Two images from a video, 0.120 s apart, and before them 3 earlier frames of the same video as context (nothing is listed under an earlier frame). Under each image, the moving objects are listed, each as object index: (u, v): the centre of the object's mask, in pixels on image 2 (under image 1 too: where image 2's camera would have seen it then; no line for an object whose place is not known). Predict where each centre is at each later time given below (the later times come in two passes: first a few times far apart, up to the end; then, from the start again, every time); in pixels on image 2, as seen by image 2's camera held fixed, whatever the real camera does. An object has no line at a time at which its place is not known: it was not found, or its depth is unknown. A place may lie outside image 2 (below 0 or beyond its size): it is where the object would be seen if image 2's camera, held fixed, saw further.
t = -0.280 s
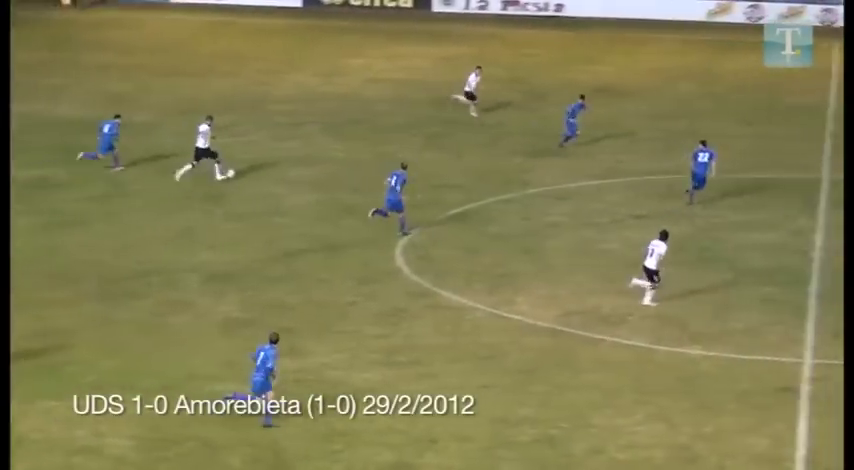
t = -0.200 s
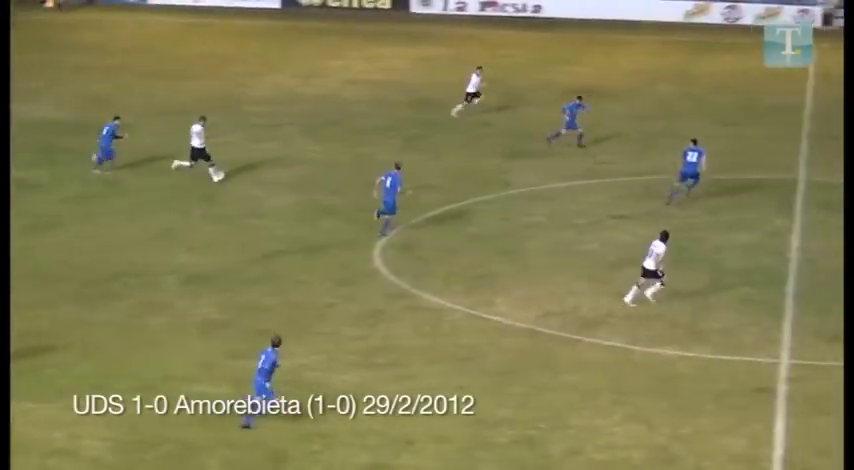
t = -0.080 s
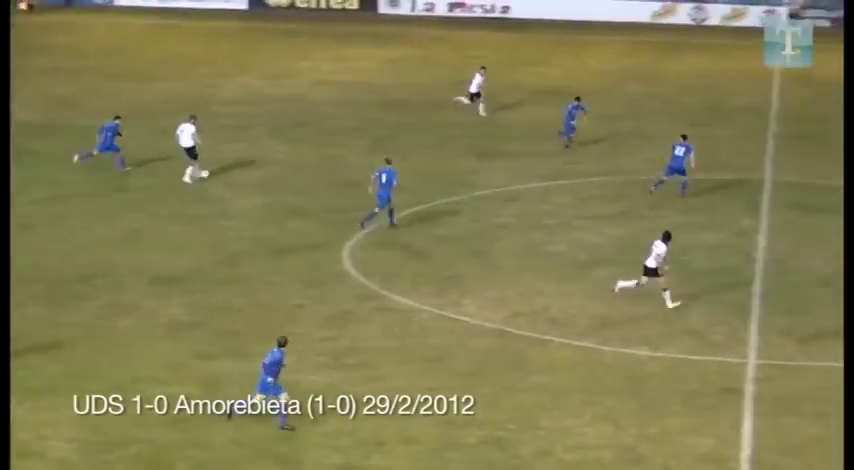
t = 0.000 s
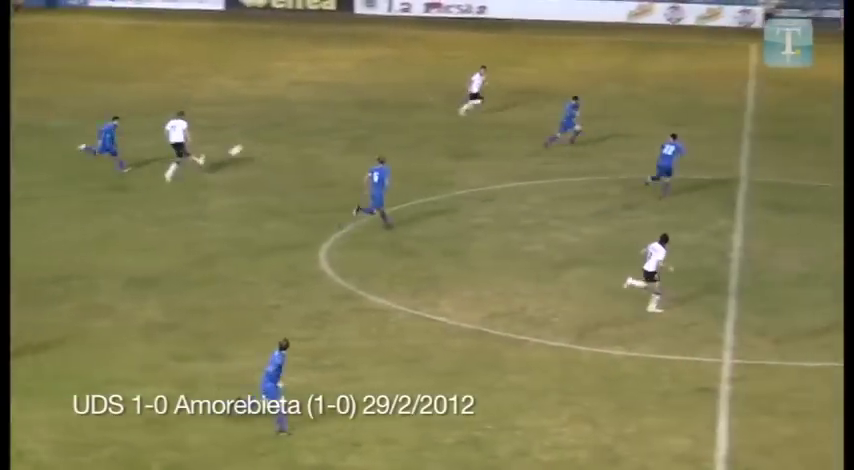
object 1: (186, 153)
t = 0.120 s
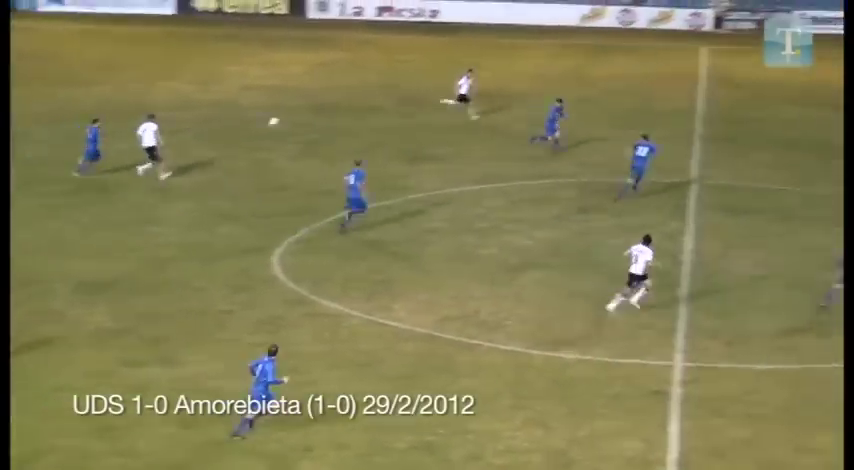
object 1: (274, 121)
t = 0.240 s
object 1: (355, 96)
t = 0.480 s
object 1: (504, 62)
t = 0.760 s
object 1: (669, 44)
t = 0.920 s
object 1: (757, 47)
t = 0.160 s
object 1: (301, 112)
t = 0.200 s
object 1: (329, 104)
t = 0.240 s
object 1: (355, 96)
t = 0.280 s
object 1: (381, 88)
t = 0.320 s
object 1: (406, 82)
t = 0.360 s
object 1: (431, 76)
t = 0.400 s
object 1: (456, 71)
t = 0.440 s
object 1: (481, 66)
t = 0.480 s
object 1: (504, 62)
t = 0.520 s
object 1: (529, 58)
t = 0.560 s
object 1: (552, 55)
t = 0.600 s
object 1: (576, 52)
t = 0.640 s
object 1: (599, 49)
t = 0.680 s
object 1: (622, 47)
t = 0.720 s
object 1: (646, 45)
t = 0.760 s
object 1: (669, 44)
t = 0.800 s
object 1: (691, 44)
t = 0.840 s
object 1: (713, 43)
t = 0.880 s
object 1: (735, 45)
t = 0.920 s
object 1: (757, 47)
